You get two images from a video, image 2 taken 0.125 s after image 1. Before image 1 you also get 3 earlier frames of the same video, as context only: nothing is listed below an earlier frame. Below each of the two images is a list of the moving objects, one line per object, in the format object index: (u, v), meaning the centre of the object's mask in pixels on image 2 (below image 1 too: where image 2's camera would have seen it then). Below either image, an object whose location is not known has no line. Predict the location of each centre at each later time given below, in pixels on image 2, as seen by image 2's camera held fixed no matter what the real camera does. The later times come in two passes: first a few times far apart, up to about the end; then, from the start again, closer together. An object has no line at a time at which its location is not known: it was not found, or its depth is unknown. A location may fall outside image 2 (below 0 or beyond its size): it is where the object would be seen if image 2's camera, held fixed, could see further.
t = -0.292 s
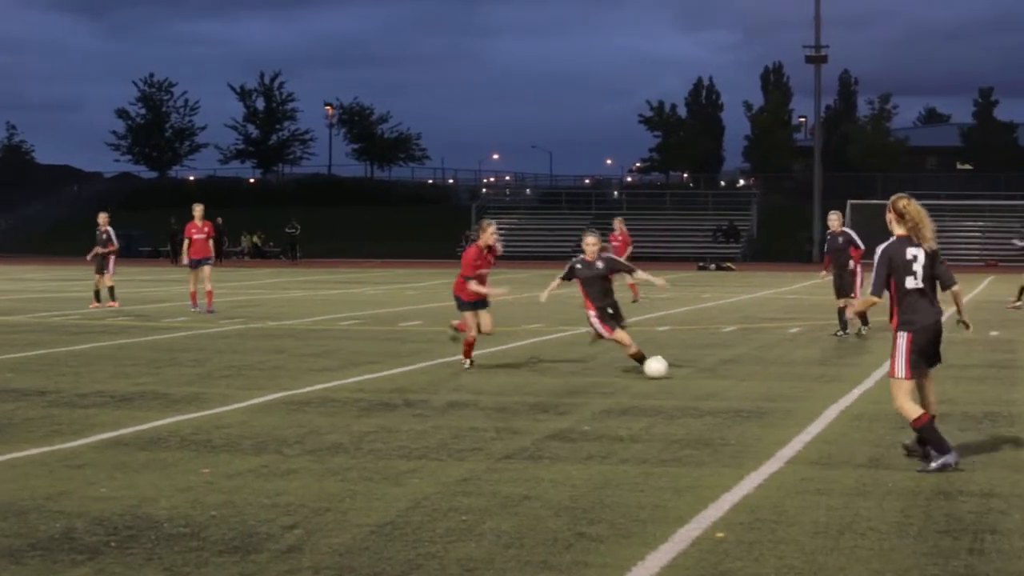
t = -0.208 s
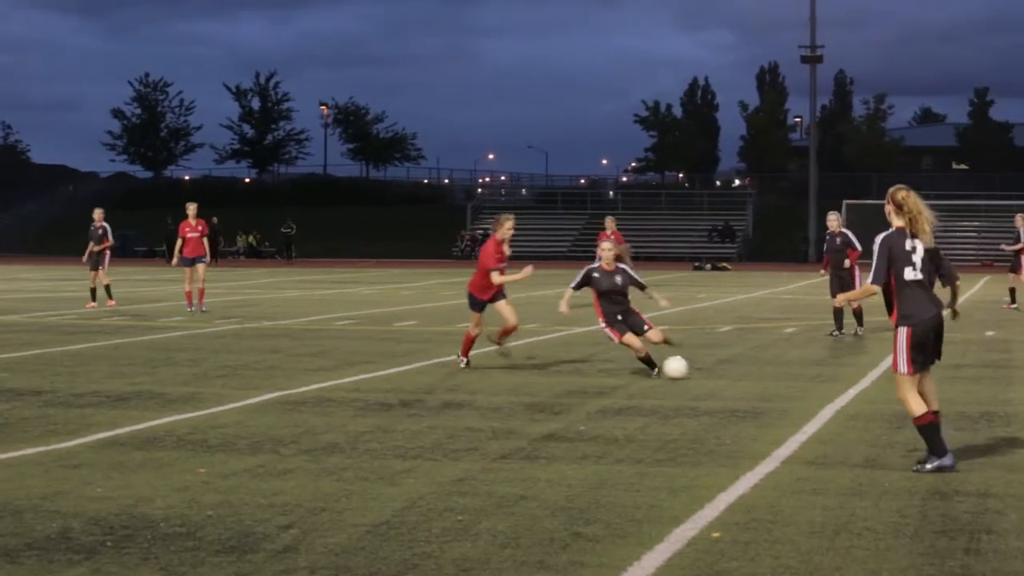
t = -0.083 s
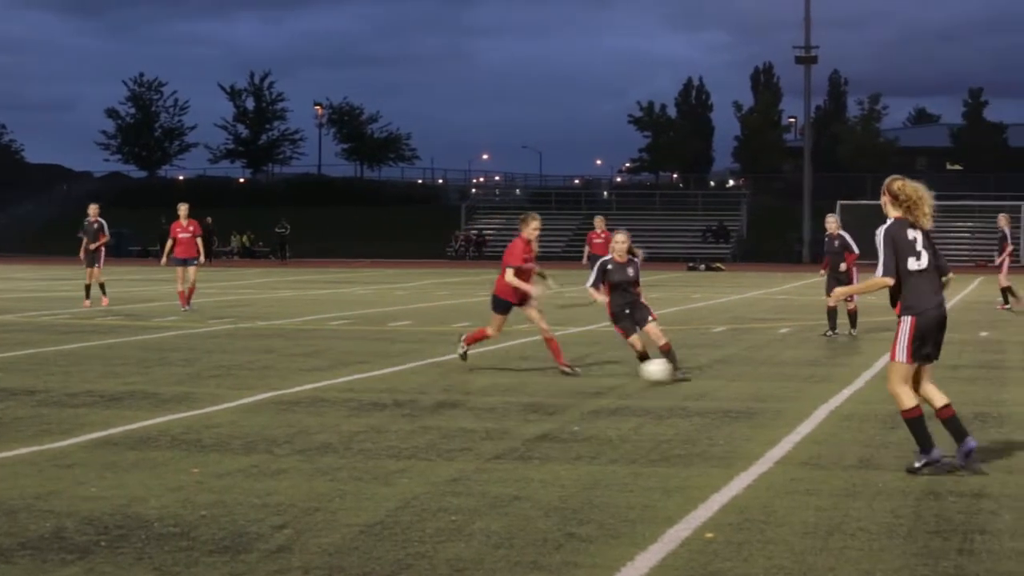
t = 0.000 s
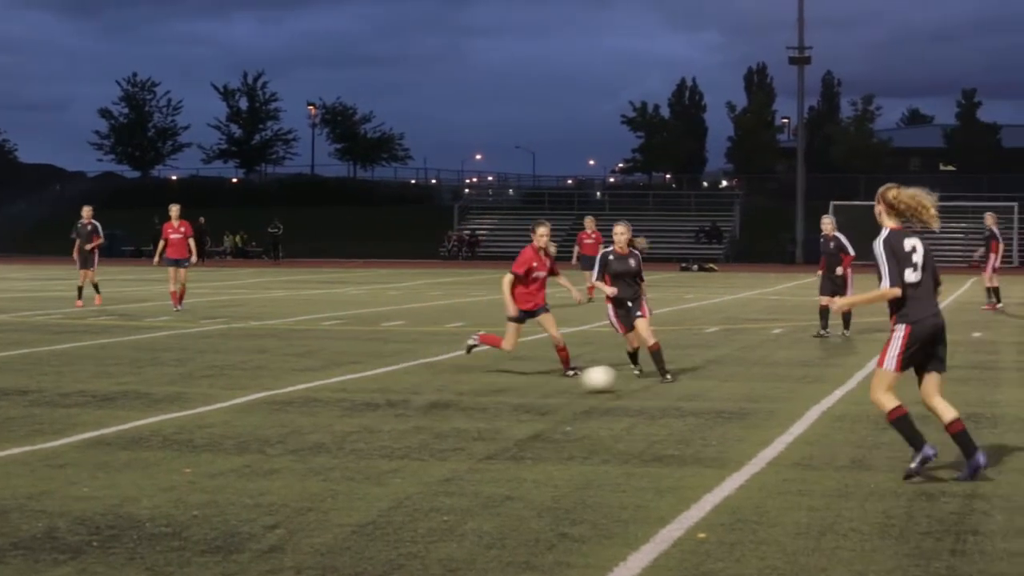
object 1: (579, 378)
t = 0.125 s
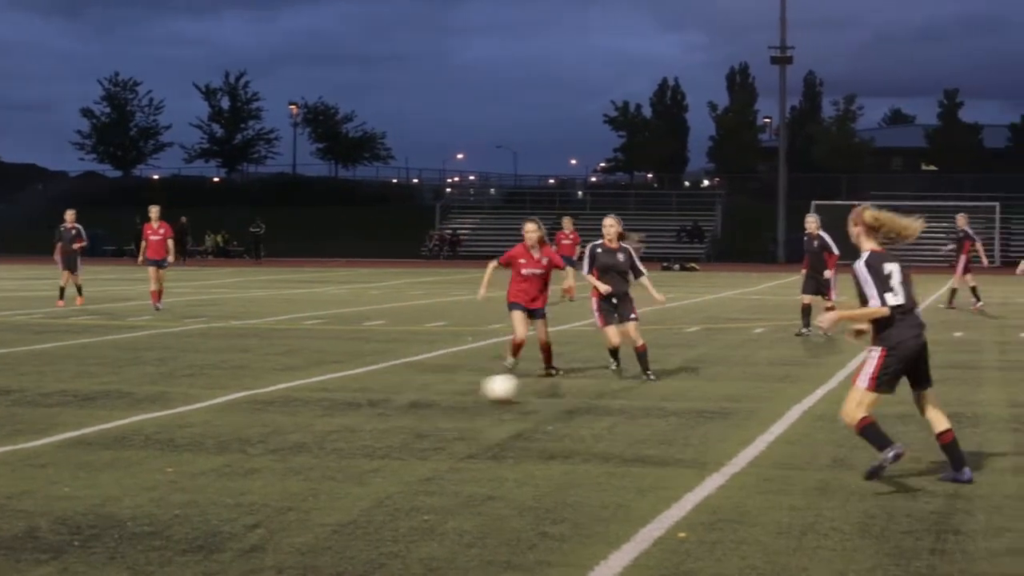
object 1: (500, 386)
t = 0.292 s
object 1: (390, 400)
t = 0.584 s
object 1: (200, 423)
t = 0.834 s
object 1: (35, 449)
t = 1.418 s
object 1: (-486, 536)
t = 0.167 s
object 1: (472, 393)
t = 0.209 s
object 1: (443, 400)
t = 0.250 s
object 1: (419, 400)
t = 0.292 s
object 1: (390, 400)
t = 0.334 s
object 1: (363, 403)
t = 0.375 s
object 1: (333, 411)
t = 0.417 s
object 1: (303, 422)
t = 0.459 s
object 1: (278, 423)
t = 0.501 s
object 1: (252, 419)
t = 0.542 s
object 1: (226, 420)
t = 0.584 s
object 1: (200, 423)
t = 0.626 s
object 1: (172, 429)
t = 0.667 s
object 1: (144, 440)
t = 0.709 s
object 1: (114, 453)
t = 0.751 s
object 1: (89, 450)
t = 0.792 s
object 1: (61, 448)
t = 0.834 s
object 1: (35, 449)
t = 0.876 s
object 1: (4, 455)
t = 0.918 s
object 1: (-23, 462)
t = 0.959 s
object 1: (-55, 474)
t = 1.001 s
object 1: (-85, 479)
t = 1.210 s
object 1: (-264, 514)
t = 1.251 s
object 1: (-304, 514)
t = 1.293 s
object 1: (-348, 512)
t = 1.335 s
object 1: (-392, 516)
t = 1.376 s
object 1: (-437, 524)
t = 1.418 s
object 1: (-486, 536)
